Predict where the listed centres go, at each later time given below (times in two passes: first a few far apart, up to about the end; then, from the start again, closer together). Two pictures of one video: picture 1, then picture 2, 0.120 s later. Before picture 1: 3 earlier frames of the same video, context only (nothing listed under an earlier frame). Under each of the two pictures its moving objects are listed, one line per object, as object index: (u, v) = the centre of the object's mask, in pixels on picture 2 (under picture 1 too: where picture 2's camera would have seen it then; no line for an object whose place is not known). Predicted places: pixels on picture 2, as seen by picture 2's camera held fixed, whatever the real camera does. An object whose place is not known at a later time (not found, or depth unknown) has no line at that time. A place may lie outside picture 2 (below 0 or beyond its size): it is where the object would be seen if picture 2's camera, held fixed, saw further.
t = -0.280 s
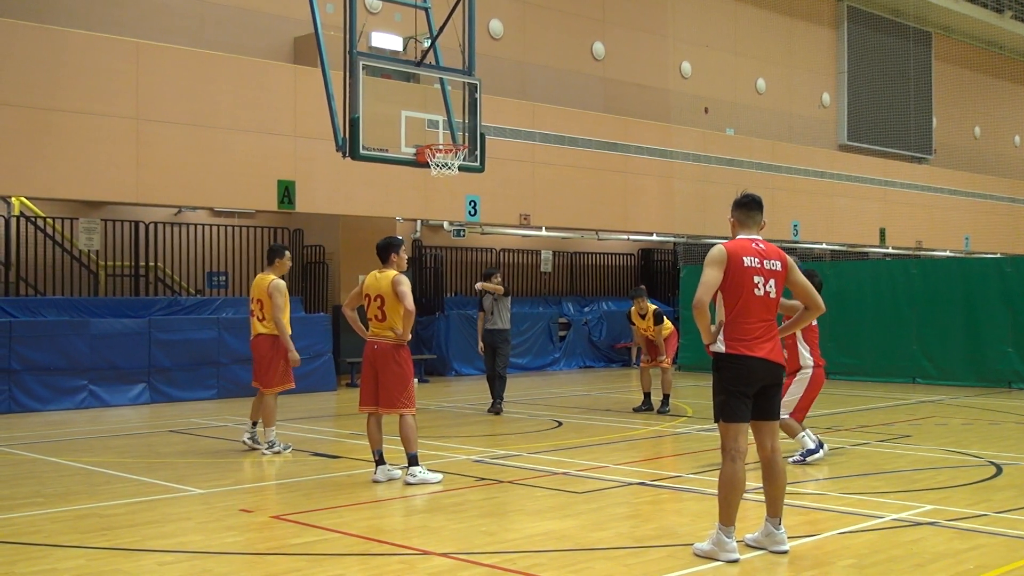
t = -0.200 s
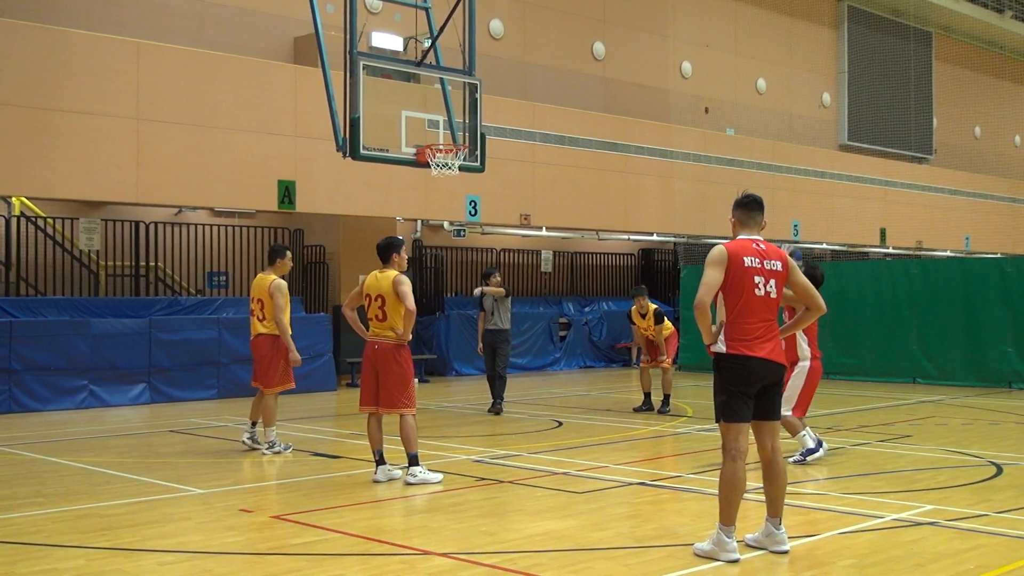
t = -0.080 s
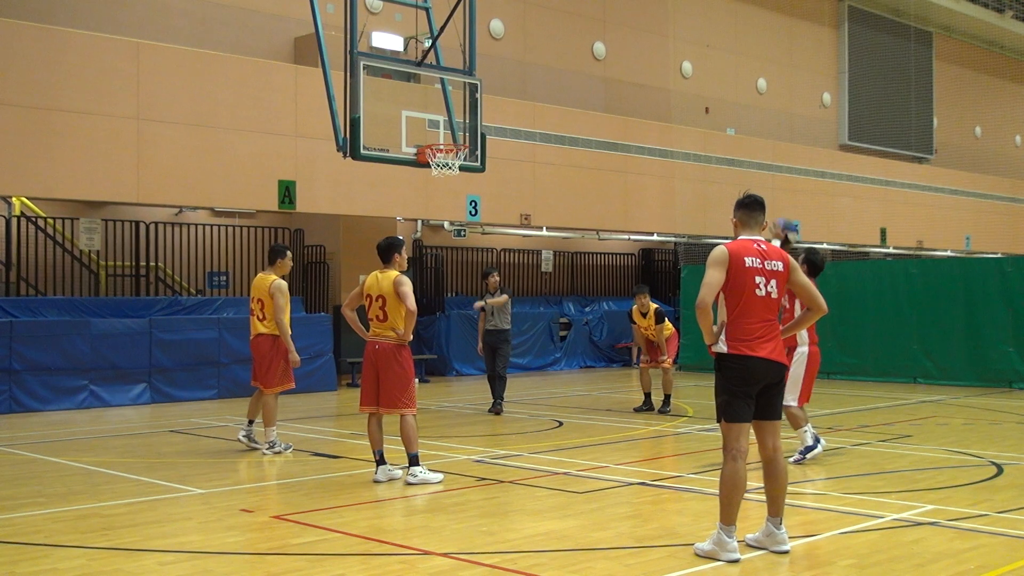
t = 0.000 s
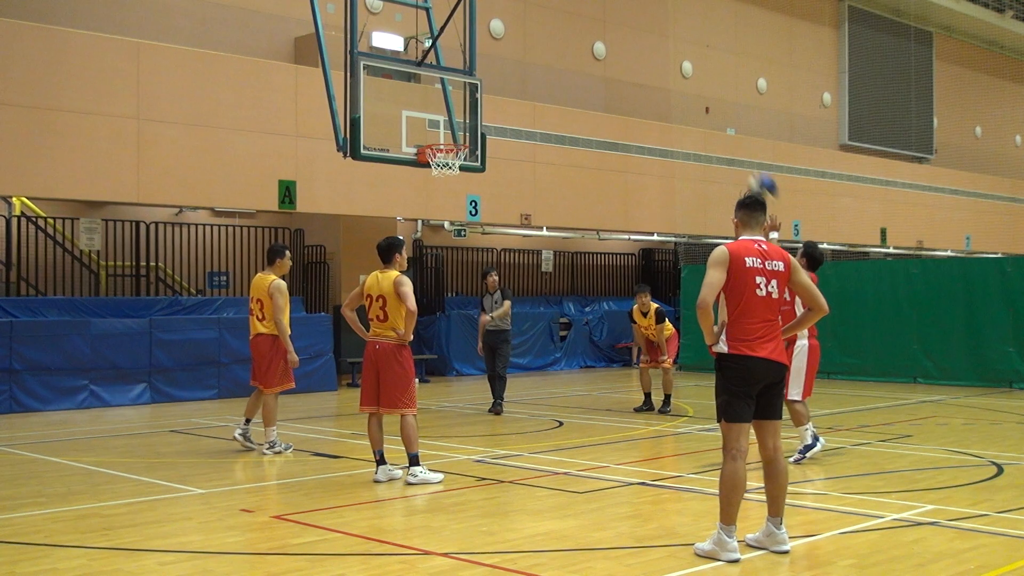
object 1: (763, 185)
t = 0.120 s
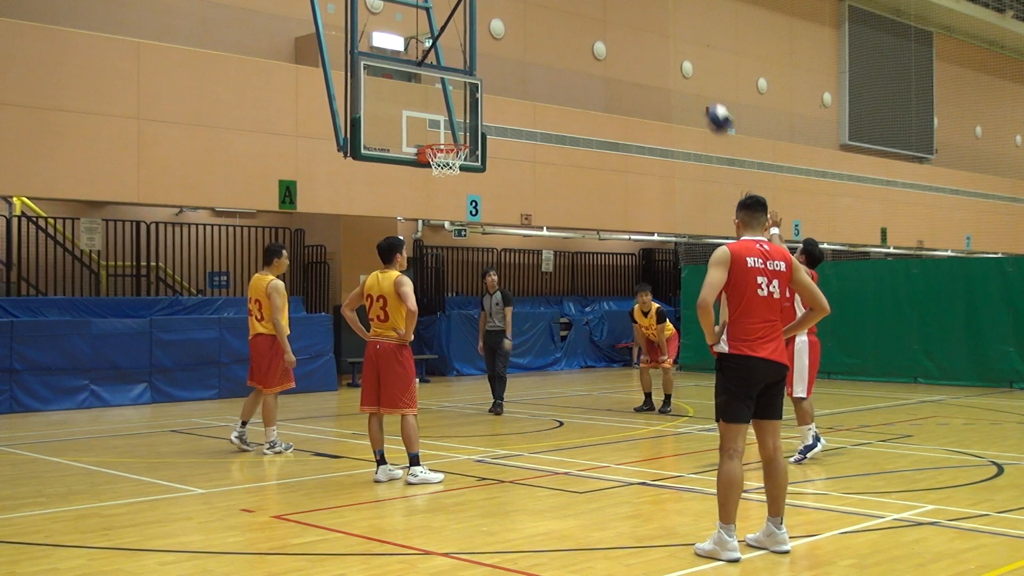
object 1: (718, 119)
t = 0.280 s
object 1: (663, 57)
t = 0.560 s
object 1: (578, 17)
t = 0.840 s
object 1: (504, 54)
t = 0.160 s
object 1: (704, 101)
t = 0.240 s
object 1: (677, 70)
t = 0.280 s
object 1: (663, 57)
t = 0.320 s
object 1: (650, 46)
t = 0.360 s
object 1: (638, 37)
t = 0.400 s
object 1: (626, 30)
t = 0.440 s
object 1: (612, 24)
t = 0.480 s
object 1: (601, 19)
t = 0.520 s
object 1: (589, 17)
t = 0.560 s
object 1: (578, 17)
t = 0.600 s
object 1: (567, 18)
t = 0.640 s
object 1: (556, 21)
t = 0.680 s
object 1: (545, 25)
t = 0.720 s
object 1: (534, 29)
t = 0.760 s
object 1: (525, 35)
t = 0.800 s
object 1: (515, 44)
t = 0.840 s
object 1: (504, 54)
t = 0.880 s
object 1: (494, 63)
